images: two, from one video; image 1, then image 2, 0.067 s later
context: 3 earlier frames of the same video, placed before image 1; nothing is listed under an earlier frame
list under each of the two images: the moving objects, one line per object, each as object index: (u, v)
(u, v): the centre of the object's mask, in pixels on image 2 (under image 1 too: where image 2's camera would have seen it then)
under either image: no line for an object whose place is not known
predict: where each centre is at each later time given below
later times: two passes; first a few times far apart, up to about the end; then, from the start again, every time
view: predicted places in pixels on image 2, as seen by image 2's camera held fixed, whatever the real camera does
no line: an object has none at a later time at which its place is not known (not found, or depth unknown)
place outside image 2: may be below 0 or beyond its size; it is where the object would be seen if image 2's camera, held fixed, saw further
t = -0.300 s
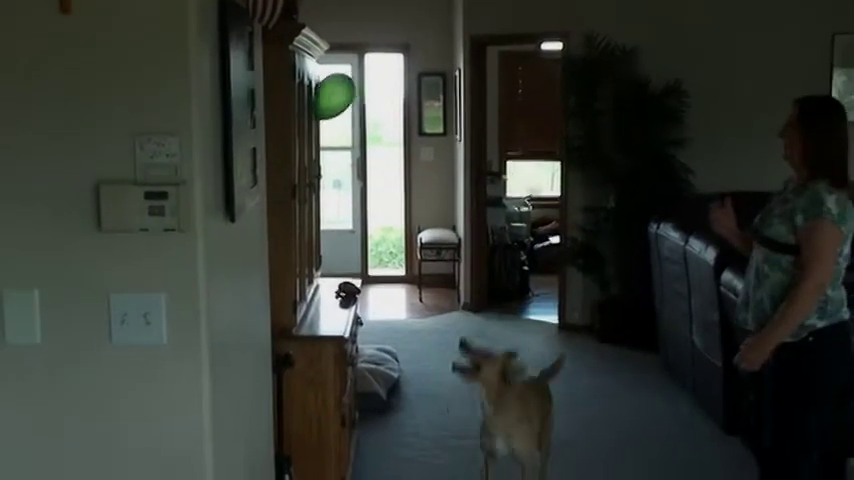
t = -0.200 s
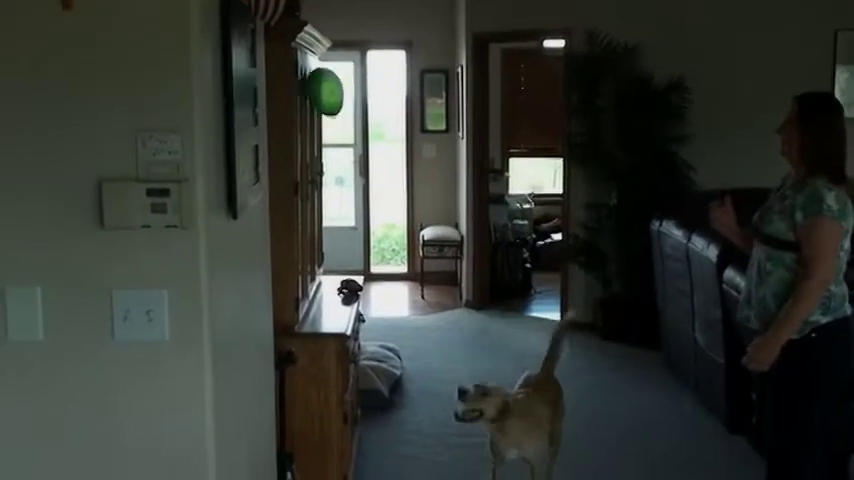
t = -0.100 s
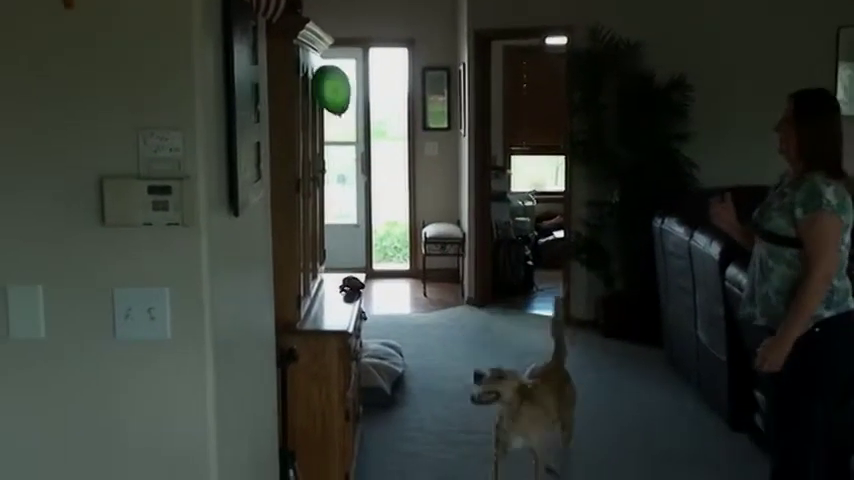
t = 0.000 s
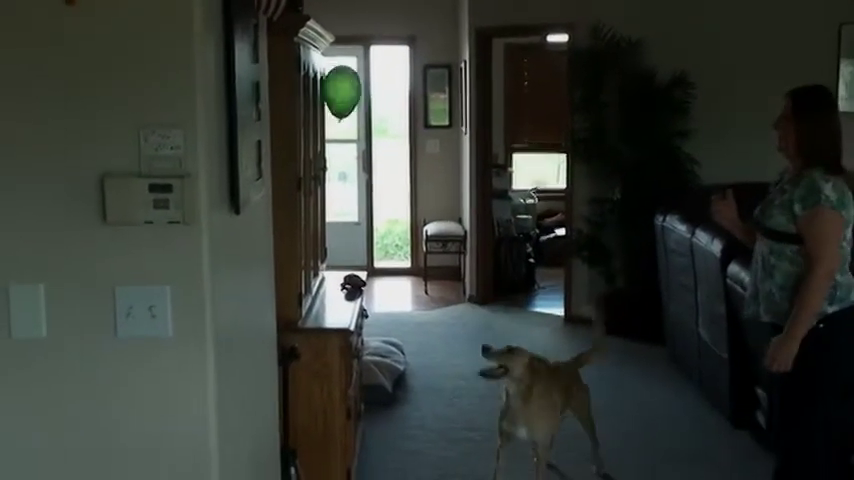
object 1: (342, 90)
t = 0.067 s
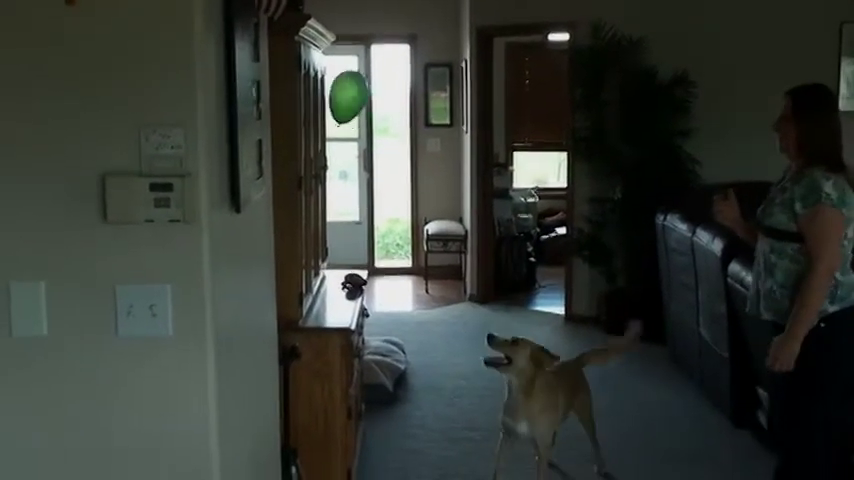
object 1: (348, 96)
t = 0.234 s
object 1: (356, 123)
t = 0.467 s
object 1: (359, 183)
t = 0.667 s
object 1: (349, 240)
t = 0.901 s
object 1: (326, 298)
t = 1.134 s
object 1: (322, 269)
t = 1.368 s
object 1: (322, 275)
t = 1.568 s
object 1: (333, 288)
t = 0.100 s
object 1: (349, 100)
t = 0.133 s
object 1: (351, 105)
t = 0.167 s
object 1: (353, 111)
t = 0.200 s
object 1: (354, 117)
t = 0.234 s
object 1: (356, 123)
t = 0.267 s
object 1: (357, 131)
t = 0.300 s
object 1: (358, 138)
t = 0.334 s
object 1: (359, 147)
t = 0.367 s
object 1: (359, 156)
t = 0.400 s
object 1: (359, 164)
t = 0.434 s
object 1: (359, 174)
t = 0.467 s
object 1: (359, 183)
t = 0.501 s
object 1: (358, 193)
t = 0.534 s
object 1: (357, 202)
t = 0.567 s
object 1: (355, 212)
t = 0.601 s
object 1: (354, 221)
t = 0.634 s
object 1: (352, 231)
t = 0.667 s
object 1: (349, 240)
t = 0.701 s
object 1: (347, 250)
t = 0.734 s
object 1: (345, 257)
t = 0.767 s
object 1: (340, 268)
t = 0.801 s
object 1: (338, 277)
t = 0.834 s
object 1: (334, 287)
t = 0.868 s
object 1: (329, 295)
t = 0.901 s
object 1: (326, 298)
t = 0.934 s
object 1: (325, 291)
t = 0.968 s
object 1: (324, 285)
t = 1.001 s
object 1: (323, 280)
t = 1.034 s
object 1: (322, 275)
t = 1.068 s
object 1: (322, 272)
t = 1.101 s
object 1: (322, 270)
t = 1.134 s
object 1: (322, 269)
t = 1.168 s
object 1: (322, 268)
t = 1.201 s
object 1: (322, 268)
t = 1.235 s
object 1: (322, 268)
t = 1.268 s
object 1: (322, 270)
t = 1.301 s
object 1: (322, 271)
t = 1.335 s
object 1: (322, 273)
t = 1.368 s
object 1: (322, 275)
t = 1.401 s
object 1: (321, 278)
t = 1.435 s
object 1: (321, 281)
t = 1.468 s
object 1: (324, 282)
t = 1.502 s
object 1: (327, 283)
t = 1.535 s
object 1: (330, 285)
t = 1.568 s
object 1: (333, 288)
